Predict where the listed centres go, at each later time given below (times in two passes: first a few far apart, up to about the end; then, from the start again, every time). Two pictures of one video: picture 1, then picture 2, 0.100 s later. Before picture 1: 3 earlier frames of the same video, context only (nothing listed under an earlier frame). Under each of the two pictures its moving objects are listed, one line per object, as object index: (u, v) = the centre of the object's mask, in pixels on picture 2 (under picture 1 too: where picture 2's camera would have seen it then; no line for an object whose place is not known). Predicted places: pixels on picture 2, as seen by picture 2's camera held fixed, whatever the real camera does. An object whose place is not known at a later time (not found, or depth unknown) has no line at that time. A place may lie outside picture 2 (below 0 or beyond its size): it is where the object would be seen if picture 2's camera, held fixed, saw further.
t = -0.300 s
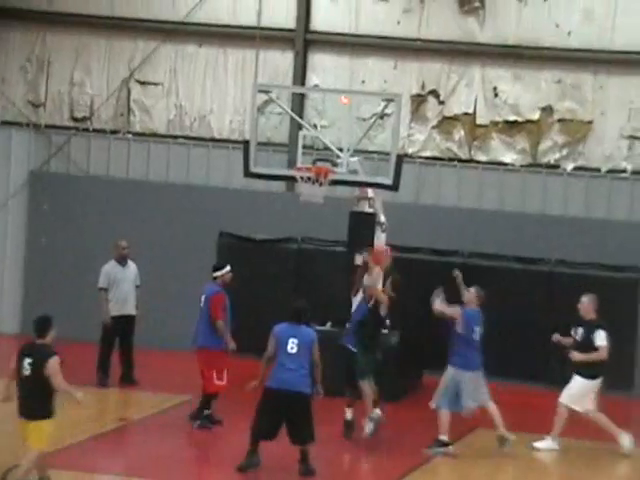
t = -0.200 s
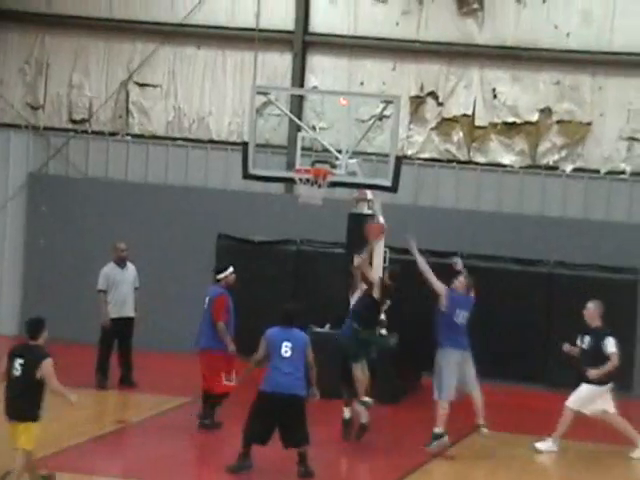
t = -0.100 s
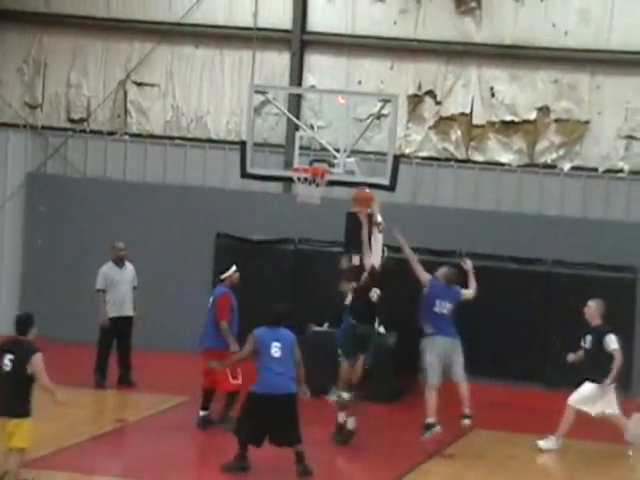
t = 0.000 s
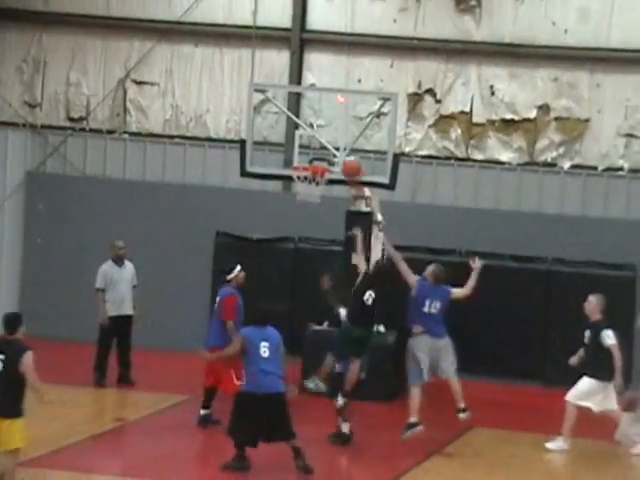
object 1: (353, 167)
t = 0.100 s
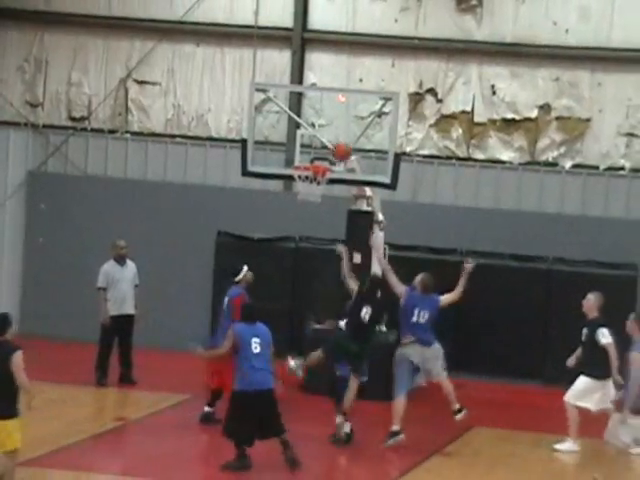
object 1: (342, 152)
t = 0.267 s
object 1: (320, 140)
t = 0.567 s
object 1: (279, 177)
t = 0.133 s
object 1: (336, 148)
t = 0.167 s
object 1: (332, 145)
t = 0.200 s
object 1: (329, 143)
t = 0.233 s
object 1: (324, 140)
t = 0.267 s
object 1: (320, 140)
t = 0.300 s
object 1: (316, 141)
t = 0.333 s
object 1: (311, 143)
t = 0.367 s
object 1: (309, 144)
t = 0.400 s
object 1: (306, 149)
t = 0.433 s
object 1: (299, 154)
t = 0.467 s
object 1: (294, 159)
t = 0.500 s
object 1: (290, 163)
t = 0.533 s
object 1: (283, 169)
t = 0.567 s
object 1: (279, 177)
